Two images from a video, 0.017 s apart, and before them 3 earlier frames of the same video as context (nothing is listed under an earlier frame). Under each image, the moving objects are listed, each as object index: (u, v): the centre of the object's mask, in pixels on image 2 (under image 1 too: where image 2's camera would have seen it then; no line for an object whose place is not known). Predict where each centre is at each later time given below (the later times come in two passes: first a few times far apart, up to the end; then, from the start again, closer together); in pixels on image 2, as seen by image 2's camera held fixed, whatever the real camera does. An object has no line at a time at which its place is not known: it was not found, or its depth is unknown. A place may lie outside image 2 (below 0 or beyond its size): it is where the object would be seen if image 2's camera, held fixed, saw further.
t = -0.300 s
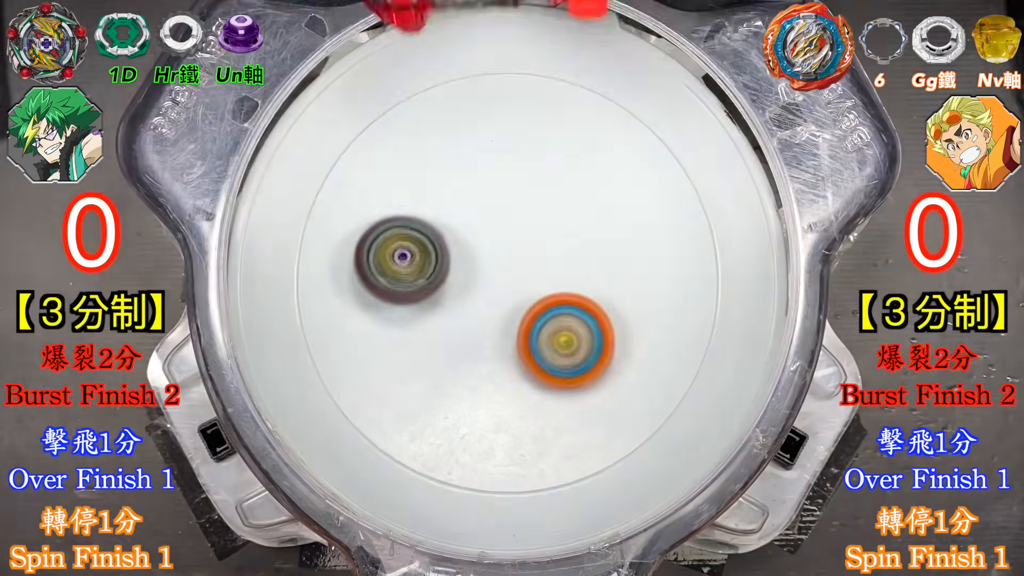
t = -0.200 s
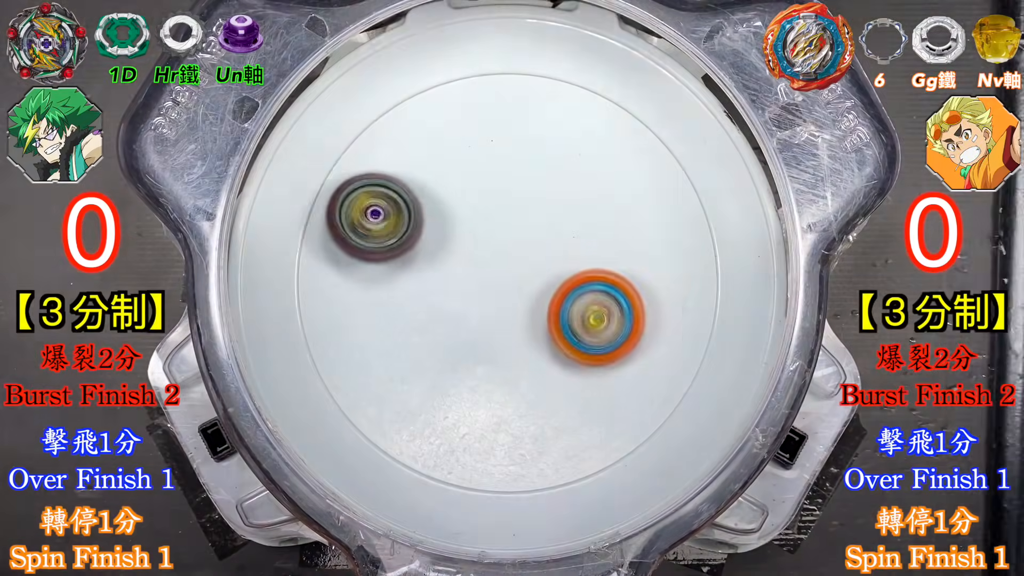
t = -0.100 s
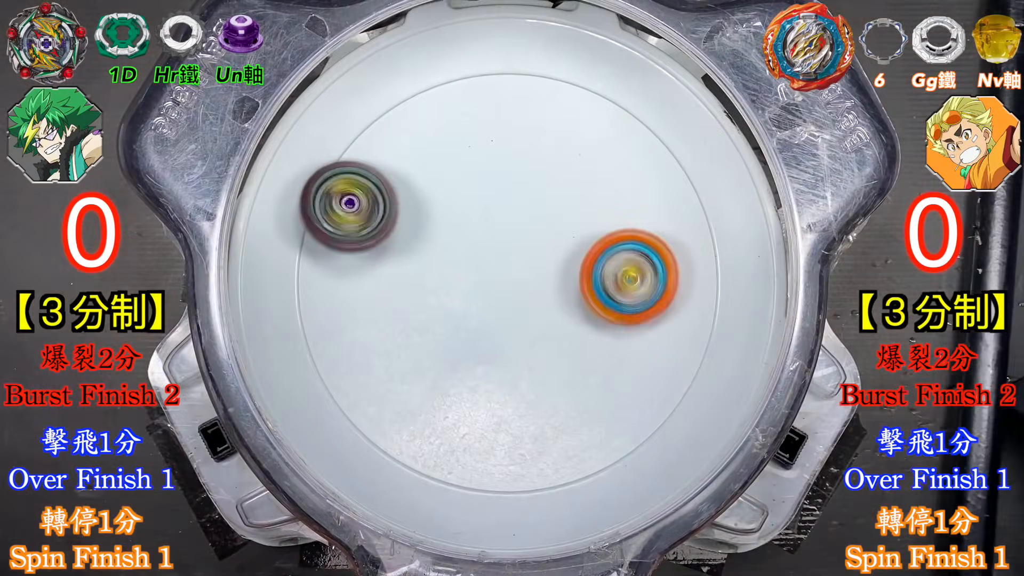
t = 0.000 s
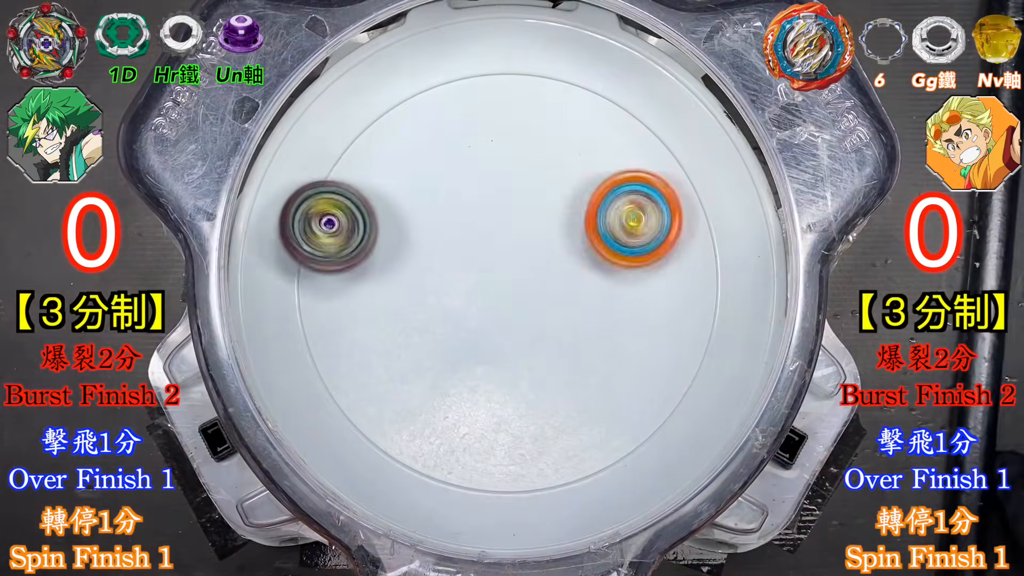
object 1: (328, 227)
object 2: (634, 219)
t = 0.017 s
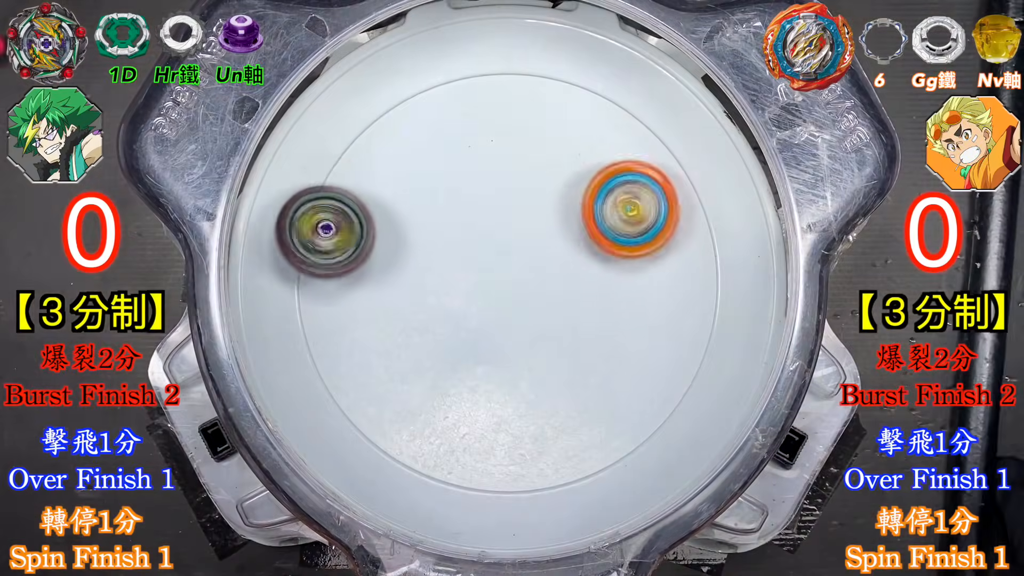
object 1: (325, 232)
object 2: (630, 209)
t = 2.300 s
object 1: (383, 402)
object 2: (560, 154)
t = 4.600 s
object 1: (522, 189)
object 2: (601, 272)
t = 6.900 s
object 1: (530, 338)
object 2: (495, 225)
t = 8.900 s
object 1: (473, 328)
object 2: (509, 215)
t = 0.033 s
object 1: (322, 238)
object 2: (627, 200)
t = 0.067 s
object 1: (317, 255)
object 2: (616, 184)
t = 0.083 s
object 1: (316, 264)
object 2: (610, 179)
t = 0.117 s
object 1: (310, 281)
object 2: (594, 172)
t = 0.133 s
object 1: (308, 291)
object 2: (585, 169)
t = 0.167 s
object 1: (316, 311)
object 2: (563, 167)
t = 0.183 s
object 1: (319, 320)
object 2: (553, 168)
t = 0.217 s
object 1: (325, 340)
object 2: (534, 172)
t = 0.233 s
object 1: (329, 348)
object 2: (524, 177)
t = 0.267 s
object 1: (334, 363)
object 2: (509, 189)
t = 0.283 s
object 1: (337, 371)
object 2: (502, 196)
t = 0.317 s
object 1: (347, 379)
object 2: (490, 214)
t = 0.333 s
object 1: (352, 383)
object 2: (486, 224)
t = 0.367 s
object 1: (368, 385)
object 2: (481, 243)
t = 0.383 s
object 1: (376, 384)
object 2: (481, 254)
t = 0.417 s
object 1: (394, 379)
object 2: (484, 274)
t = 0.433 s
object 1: (404, 371)
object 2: (485, 285)
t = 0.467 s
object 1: (421, 358)
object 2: (494, 304)
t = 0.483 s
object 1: (421, 353)
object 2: (503, 310)
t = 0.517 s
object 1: (421, 345)
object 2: (525, 322)
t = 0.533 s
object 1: (420, 336)
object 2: (536, 326)
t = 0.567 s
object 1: (420, 321)
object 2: (557, 335)
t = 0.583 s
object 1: (417, 312)
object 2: (568, 337)
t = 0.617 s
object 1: (416, 295)
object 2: (591, 340)
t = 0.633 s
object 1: (413, 286)
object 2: (601, 339)
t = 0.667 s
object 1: (411, 269)
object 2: (622, 336)
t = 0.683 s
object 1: (408, 262)
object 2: (631, 334)
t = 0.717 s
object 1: (404, 245)
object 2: (649, 323)
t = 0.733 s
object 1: (400, 240)
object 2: (655, 317)
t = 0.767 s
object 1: (393, 227)
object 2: (666, 303)
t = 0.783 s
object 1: (390, 223)
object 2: (669, 294)
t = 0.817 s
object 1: (381, 214)
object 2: (671, 273)
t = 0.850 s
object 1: (374, 208)
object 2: (666, 254)
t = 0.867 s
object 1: (370, 209)
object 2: (662, 245)
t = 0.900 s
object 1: (361, 208)
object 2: (648, 225)
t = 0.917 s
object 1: (359, 210)
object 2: (641, 217)
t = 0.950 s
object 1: (350, 217)
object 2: (622, 205)
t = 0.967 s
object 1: (346, 219)
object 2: (610, 198)
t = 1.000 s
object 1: (339, 232)
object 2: (587, 192)
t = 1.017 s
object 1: (334, 239)
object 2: (574, 192)
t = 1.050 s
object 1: (331, 255)
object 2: (550, 193)
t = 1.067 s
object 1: (331, 266)
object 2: (538, 198)
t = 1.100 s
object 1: (333, 285)
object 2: (515, 209)
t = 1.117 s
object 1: (338, 293)
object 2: (506, 215)
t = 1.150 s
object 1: (348, 311)
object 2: (487, 232)
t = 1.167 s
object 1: (354, 318)
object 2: (479, 241)
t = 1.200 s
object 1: (373, 329)
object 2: (467, 260)
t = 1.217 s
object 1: (385, 336)
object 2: (461, 272)
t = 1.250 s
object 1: (387, 353)
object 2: (472, 286)
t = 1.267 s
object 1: (380, 362)
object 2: (485, 290)
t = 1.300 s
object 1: (376, 381)
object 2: (505, 298)
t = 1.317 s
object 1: (378, 389)
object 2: (514, 303)
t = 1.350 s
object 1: (385, 397)
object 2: (529, 311)
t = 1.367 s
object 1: (390, 398)
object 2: (533, 314)
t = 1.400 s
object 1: (409, 398)
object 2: (542, 322)
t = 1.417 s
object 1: (423, 395)
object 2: (546, 323)
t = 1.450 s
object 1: (451, 386)
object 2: (551, 331)
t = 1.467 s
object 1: (468, 380)
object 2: (555, 333)
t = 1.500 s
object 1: (442, 379)
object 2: (601, 324)
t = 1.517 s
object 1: (421, 381)
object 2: (631, 318)
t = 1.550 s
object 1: (384, 385)
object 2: (680, 304)
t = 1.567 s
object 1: (370, 384)
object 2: (702, 297)
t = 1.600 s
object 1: (345, 385)
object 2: (729, 279)
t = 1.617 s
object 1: (337, 385)
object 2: (740, 270)
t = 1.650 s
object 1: (329, 378)
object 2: (750, 253)
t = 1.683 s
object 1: (333, 370)
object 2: (750, 235)
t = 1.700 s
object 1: (338, 365)
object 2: (749, 228)
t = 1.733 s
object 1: (349, 359)
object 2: (743, 212)
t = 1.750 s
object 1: (355, 354)
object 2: (738, 205)
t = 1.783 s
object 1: (368, 349)
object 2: (726, 192)
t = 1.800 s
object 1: (374, 345)
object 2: (719, 187)
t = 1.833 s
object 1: (388, 340)
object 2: (697, 179)
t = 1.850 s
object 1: (393, 336)
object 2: (687, 176)
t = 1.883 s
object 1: (407, 330)
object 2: (657, 172)
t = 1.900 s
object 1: (411, 325)
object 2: (643, 170)
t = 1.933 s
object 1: (424, 316)
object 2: (613, 172)
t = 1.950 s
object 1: (428, 311)
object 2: (598, 173)
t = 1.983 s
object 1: (437, 299)
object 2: (569, 180)
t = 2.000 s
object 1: (440, 294)
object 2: (554, 183)
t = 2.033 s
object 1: (446, 280)
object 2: (528, 194)
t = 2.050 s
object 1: (448, 274)
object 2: (514, 202)
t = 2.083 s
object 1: (402, 296)
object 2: (528, 189)
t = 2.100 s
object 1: (373, 310)
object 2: (539, 180)
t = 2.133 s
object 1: (325, 336)
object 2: (559, 166)
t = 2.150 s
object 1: (308, 349)
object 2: (565, 162)
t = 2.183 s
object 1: (288, 371)
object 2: (574, 156)
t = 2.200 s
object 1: (292, 381)
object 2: (576, 155)
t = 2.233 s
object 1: (321, 396)
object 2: (575, 153)
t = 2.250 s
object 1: (336, 400)
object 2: (573, 152)
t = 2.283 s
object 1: (366, 402)
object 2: (565, 153)
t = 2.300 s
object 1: (383, 402)
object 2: (560, 154)
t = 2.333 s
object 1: (419, 401)
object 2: (549, 156)
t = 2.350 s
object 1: (436, 398)
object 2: (544, 158)
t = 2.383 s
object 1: (468, 385)
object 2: (534, 162)
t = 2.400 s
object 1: (484, 375)
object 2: (529, 165)
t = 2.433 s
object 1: (513, 351)
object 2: (520, 173)
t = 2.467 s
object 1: (539, 323)
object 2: (510, 183)
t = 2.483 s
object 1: (548, 307)
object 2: (506, 188)
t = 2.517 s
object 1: (564, 272)
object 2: (499, 197)
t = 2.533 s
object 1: (573, 257)
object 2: (495, 200)
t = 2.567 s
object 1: (594, 234)
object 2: (482, 202)
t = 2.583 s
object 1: (603, 223)
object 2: (477, 205)
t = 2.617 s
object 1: (614, 199)
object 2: (469, 215)
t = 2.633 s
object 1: (616, 186)
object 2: (466, 221)
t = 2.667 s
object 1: (616, 159)
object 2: (461, 234)
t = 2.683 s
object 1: (613, 145)
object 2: (459, 239)
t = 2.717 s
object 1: (603, 117)
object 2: (457, 251)
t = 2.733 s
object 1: (595, 105)
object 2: (455, 257)
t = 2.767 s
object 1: (574, 85)
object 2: (454, 268)
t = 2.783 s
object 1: (560, 81)
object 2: (455, 273)
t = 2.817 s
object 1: (529, 83)
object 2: (456, 284)
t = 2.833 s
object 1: (511, 88)
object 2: (456, 289)
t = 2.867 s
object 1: (478, 96)
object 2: (458, 300)
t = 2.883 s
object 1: (463, 100)
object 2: (460, 305)
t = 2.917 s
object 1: (436, 113)
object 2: (464, 314)
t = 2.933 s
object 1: (424, 121)
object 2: (466, 319)
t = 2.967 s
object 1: (407, 145)
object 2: (470, 327)
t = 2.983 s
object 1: (401, 160)
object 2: (473, 331)
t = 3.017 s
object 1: (391, 194)
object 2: (478, 340)
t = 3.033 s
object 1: (389, 212)
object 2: (480, 344)
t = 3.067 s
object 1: (389, 247)
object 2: (485, 351)
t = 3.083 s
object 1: (393, 264)
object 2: (488, 354)
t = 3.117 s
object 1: (406, 297)
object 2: (495, 361)
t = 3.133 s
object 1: (415, 311)
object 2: (499, 364)
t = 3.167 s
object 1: (418, 321)
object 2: (519, 380)
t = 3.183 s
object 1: (422, 327)
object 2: (529, 386)
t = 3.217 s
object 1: (435, 336)
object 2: (549, 394)
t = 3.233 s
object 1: (443, 339)
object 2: (560, 395)
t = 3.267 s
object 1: (461, 343)
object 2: (579, 393)
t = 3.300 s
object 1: (479, 346)
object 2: (596, 386)
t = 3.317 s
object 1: (488, 345)
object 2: (603, 382)
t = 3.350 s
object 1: (506, 342)
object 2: (618, 371)
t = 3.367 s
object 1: (516, 339)
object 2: (623, 363)
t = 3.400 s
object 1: (534, 329)
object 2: (633, 348)
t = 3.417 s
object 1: (538, 322)
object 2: (641, 340)
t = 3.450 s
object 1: (546, 306)
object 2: (651, 323)
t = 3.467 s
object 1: (549, 297)
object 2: (653, 315)
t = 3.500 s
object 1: (553, 280)
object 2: (654, 298)
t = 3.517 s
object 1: (553, 271)
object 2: (652, 288)
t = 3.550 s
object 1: (548, 251)
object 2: (649, 271)
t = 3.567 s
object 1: (544, 242)
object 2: (646, 262)
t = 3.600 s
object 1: (534, 225)
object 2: (633, 247)
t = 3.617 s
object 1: (528, 218)
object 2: (626, 241)
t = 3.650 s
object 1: (513, 204)
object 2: (611, 231)
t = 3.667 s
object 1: (505, 200)
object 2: (602, 226)
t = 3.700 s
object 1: (488, 192)
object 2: (583, 220)
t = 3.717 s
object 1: (479, 189)
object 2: (573, 218)
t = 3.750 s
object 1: (457, 186)
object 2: (557, 221)
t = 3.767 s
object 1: (446, 186)
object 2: (549, 223)
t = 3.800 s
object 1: (425, 190)
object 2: (531, 229)
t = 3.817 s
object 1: (415, 194)
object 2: (521, 234)
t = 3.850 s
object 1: (397, 205)
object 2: (506, 246)
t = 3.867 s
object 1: (389, 213)
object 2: (498, 252)
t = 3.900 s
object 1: (375, 230)
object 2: (486, 266)
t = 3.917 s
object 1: (371, 240)
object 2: (481, 273)
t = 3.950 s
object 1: (365, 261)
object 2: (474, 290)
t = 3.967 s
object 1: (365, 272)
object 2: (473, 299)
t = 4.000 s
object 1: (368, 293)
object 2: (471, 315)
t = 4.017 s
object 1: (371, 304)
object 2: (470, 325)
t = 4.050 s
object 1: (383, 322)
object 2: (475, 343)
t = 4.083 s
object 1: (390, 335)
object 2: (487, 362)
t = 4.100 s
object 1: (393, 339)
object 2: (495, 372)
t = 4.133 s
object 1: (404, 348)
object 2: (512, 387)
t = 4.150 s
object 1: (411, 351)
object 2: (519, 392)
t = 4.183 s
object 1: (428, 355)
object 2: (536, 399)
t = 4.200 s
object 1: (436, 356)
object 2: (545, 401)
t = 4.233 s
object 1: (452, 355)
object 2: (563, 401)
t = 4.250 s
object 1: (460, 354)
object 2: (571, 400)
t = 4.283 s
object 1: (475, 349)
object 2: (588, 395)
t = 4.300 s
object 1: (483, 347)
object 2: (595, 390)
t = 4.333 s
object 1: (499, 339)
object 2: (609, 380)
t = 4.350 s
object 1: (507, 333)
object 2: (615, 372)
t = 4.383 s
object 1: (521, 320)
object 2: (622, 358)
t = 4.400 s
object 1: (529, 313)
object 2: (627, 350)
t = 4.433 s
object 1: (537, 294)
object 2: (629, 335)
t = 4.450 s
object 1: (539, 284)
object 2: (632, 330)
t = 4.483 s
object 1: (540, 261)
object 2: (632, 315)
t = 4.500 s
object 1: (540, 250)
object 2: (631, 309)
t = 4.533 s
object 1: (538, 228)
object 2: (625, 293)
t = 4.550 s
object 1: (536, 218)
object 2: (620, 289)
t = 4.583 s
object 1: (527, 198)
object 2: (608, 276)
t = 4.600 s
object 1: (522, 189)
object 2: (601, 272)
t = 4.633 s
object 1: (510, 174)
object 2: (586, 264)
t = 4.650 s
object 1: (504, 167)
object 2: (577, 262)
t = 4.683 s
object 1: (490, 157)
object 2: (561, 259)
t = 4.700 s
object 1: (482, 153)
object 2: (551, 259)
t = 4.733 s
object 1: (465, 149)
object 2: (535, 260)
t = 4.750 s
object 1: (456, 148)
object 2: (526, 262)
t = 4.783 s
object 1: (441, 150)
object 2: (512, 268)
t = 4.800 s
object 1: (434, 152)
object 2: (503, 271)
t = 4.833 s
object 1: (420, 159)
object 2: (491, 279)
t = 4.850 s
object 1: (414, 164)
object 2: (484, 283)
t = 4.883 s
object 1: (403, 177)
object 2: (476, 294)
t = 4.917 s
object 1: (397, 193)
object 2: (467, 304)
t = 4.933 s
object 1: (395, 201)
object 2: (466, 311)
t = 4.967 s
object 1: (394, 219)
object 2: (461, 324)
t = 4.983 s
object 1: (394, 228)
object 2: (461, 331)
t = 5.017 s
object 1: (399, 248)
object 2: (459, 345)
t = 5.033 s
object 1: (403, 258)
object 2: (461, 353)
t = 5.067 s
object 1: (416, 275)
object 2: (462, 366)
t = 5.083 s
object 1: (423, 282)
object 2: (466, 374)
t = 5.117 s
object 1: (438, 288)
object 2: (474, 392)
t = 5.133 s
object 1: (446, 291)
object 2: (482, 401)
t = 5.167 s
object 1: (465, 294)
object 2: (493, 413)
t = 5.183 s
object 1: (475, 294)
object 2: (500, 416)
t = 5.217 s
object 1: (493, 293)
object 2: (514, 421)
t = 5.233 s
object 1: (502, 292)
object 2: (522, 421)
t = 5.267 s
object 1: (521, 287)
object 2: (537, 419)
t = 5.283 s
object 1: (530, 284)
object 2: (544, 416)
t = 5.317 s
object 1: (546, 275)
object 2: (557, 409)
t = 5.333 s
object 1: (553, 270)
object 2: (563, 403)
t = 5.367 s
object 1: (566, 260)
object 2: (573, 392)
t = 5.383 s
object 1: (572, 253)
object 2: (577, 385)
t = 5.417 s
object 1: (581, 238)
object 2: (583, 372)
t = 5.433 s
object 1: (584, 231)
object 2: (584, 364)
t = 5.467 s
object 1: (590, 217)
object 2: (587, 351)
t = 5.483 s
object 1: (592, 210)
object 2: (584, 344)
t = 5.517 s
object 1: (591, 194)
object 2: (582, 329)
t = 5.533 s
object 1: (589, 188)
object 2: (578, 324)
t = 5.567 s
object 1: (585, 176)
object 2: (571, 311)
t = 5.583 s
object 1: (582, 170)
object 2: (568, 307)
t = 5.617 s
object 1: (538, 153)
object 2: (521, 280)
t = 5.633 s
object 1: (513, 164)
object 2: (499, 278)
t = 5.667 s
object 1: (490, 198)
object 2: (456, 304)
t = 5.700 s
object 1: (495, 225)
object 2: (439, 328)
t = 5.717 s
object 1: (503, 241)
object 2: (437, 334)
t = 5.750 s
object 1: (530, 267)
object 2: (443, 343)
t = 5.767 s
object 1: (546, 275)
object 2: (447, 344)
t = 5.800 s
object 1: (574, 279)
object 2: (455, 342)
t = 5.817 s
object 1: (582, 278)
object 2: (461, 337)
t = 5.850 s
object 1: (583, 273)
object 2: (467, 321)
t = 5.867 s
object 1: (576, 272)
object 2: (468, 313)
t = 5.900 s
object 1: (578, 277)
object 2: (459, 301)
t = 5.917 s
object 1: (589, 274)
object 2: (452, 295)
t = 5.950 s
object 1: (588, 265)
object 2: (446, 283)
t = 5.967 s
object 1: (580, 264)
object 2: (444, 279)
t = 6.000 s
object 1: (557, 269)
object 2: (437, 268)
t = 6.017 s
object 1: (544, 278)
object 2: (436, 265)
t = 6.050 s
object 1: (522, 305)
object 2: (433, 260)
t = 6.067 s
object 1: (514, 320)
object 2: (433, 260)
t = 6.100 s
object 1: (518, 341)
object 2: (458, 248)
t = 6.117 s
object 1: (509, 315)
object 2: (475, 222)
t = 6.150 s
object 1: (505, 306)
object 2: (512, 204)
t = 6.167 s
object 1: (504, 299)
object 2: (531, 204)
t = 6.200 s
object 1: (500, 320)
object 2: (551, 236)
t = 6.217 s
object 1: (495, 332)
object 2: (564, 260)
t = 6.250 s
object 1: (478, 281)
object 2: (578, 306)
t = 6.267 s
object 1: (472, 228)
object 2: (566, 314)
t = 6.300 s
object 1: (528, 234)
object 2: (512, 341)
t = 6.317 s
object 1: (548, 260)
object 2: (485, 341)
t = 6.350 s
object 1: (544, 297)
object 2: (448, 325)
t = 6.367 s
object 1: (541, 286)
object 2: (442, 295)
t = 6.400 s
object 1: (542, 269)
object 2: (450, 235)
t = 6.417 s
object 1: (537, 292)
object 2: (466, 221)
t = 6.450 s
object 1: (498, 317)
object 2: (528, 224)
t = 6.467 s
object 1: (487, 299)
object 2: (557, 231)
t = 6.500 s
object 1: (477, 250)
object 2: (575, 272)
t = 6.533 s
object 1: (493, 253)
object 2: (550, 335)
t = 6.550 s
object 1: (506, 254)
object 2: (527, 351)
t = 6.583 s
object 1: (531, 262)
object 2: (464, 338)
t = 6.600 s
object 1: (542, 273)
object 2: (444, 312)
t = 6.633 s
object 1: (549, 290)
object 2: (453, 245)
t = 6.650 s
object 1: (531, 307)
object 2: (475, 221)
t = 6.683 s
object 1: (487, 301)
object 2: (541, 216)
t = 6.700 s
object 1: (483, 287)
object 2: (565, 236)
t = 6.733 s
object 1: (479, 257)
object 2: (568, 303)
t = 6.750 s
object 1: (492, 249)
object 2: (546, 334)
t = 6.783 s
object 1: (521, 252)
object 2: (479, 344)
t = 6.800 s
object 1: (542, 278)
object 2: (448, 325)
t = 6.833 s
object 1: (526, 310)
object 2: (462, 236)
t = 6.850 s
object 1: (532, 316)
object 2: (469, 231)
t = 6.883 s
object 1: (535, 335)
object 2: (487, 226)
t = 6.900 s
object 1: (530, 338)
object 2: (495, 225)
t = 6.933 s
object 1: (520, 336)
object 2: (514, 227)
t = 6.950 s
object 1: (518, 327)
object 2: (523, 229)
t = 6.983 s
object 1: (499, 318)
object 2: (539, 231)
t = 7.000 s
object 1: (491, 319)
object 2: (545, 236)
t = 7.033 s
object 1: (482, 309)
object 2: (559, 247)
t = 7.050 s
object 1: (482, 300)
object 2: (566, 252)
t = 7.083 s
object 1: (467, 283)
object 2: (576, 263)
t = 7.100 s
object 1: (460, 275)
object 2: (579, 272)
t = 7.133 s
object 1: (473, 260)
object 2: (581, 289)
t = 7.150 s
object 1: (481, 253)
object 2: (580, 297)
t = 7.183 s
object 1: (501, 251)
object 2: (577, 315)
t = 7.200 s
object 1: (512, 250)
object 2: (573, 322)
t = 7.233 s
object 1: (512, 229)
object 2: (563, 335)
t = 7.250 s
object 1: (516, 218)
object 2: (555, 338)
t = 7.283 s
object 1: (520, 225)
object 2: (538, 343)
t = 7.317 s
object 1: (524, 233)
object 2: (522, 342)
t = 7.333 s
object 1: (523, 237)
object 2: (518, 341)
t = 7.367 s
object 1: (519, 244)
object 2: (514, 340)
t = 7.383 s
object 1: (517, 246)
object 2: (512, 341)
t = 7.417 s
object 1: (514, 247)
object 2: (509, 339)
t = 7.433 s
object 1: (513, 246)
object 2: (507, 339)
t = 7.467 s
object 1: (515, 244)
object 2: (501, 337)
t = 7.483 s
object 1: (517, 245)
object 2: (499, 336)
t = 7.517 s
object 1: (519, 245)
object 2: (495, 335)
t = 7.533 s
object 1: (520, 244)
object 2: (493, 335)
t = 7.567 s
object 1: (521, 244)
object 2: (489, 333)
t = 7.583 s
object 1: (521, 243)
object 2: (487, 332)
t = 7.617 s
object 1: (524, 240)
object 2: (482, 330)
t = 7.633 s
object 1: (526, 239)
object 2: (480, 328)
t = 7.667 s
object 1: (528, 239)
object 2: (477, 325)
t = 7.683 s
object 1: (529, 238)
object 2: (475, 324)
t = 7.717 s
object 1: (529, 238)
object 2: (472, 320)
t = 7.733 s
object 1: (530, 238)
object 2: (471, 318)
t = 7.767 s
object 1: (530, 239)
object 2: (466, 313)
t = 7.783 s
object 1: (531, 239)
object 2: (465, 310)
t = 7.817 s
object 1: (531, 240)
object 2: (462, 305)
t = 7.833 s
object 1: (534, 239)
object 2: (458, 304)
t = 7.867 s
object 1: (539, 242)
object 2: (455, 300)
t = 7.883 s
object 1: (541, 244)
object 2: (455, 297)
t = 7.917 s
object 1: (541, 251)
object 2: (453, 293)
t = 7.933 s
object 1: (540, 255)
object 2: (451, 290)
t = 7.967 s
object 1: (546, 262)
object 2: (442, 284)
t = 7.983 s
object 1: (550, 266)
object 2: (438, 281)
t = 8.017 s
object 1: (553, 276)
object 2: (432, 274)
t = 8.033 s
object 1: (552, 281)
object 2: (431, 271)
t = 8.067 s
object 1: (553, 284)
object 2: (430, 267)
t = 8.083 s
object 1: (556, 284)
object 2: (430, 266)
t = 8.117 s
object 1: (558, 286)
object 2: (429, 262)
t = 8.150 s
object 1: (557, 288)
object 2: (429, 257)
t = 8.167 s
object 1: (556, 289)
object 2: (430, 256)
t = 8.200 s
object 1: (553, 289)
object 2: (431, 252)
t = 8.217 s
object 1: (552, 290)
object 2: (431, 250)
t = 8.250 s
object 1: (549, 292)
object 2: (431, 246)
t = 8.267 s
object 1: (548, 293)
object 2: (432, 245)
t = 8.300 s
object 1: (543, 295)
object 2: (434, 242)
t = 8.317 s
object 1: (541, 296)
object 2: (434, 239)
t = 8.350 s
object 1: (535, 297)
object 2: (436, 235)
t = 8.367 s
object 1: (531, 297)
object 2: (437, 234)
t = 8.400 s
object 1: (525, 298)
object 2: (440, 231)
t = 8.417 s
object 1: (521, 298)
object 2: (442, 229)
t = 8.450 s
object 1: (514, 298)
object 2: (445, 226)
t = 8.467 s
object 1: (510, 298)
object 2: (446, 226)
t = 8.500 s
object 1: (502, 301)
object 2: (449, 220)
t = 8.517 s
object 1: (499, 304)
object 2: (451, 217)
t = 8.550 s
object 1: (490, 307)
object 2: (454, 215)
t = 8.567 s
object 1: (487, 310)
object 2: (455, 214)
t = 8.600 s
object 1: (480, 315)
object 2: (459, 212)
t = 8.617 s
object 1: (477, 317)
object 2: (461, 211)
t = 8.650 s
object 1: (472, 321)
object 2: (465, 210)
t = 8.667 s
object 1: (470, 323)
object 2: (466, 209)
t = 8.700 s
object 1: (467, 327)
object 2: (471, 209)
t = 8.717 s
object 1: (466, 328)
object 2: (474, 208)
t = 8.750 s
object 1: (464, 330)
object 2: (478, 208)
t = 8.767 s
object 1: (464, 330)
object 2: (481, 209)
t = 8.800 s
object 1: (464, 330)
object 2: (486, 210)
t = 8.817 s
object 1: (465, 330)
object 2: (489, 211)
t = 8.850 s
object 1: (467, 329)
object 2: (496, 213)
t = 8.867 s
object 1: (469, 329)
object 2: (500, 214)
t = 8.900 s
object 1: (473, 328)
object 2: (509, 215)
